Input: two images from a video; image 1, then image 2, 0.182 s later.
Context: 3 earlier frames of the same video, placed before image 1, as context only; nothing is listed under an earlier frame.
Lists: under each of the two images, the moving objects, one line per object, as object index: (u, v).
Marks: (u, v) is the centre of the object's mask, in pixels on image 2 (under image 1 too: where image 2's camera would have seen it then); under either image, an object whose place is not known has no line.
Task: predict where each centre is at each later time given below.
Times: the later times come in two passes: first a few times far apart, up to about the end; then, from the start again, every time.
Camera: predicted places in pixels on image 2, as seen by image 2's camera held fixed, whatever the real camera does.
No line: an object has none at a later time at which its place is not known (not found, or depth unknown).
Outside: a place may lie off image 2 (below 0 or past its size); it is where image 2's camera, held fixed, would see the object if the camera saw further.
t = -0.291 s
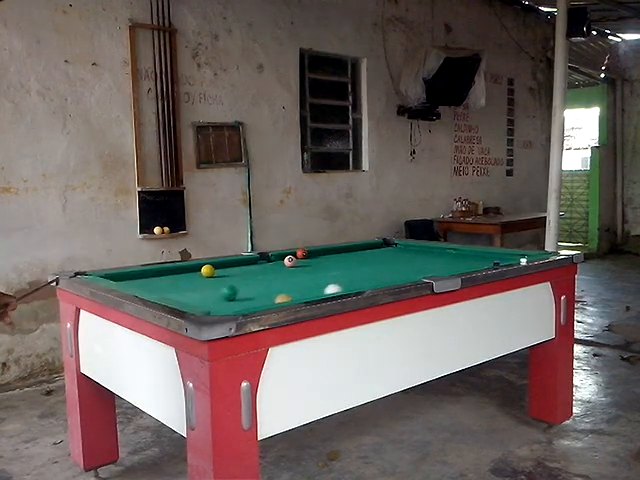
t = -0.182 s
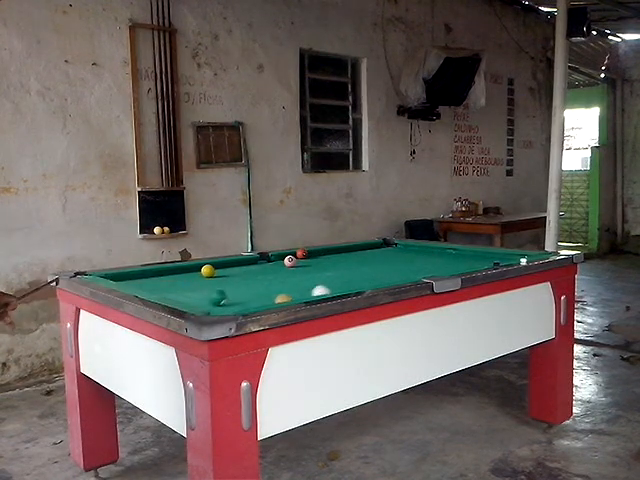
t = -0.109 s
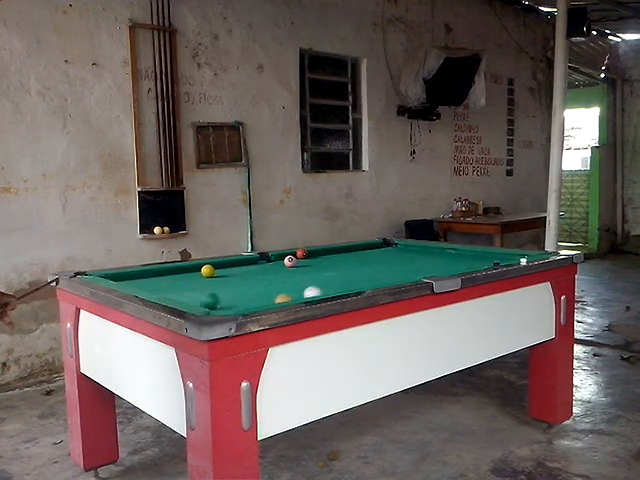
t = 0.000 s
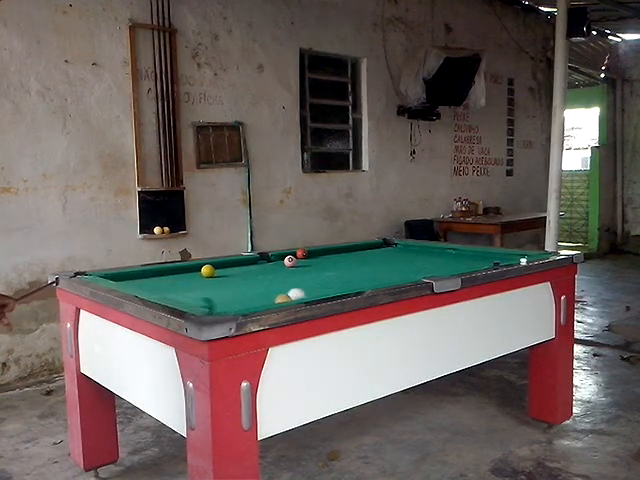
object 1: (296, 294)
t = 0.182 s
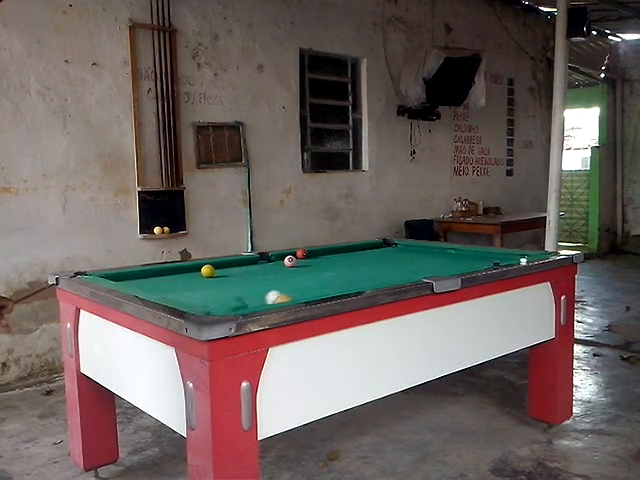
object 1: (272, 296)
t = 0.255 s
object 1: (266, 298)
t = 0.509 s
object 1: (244, 299)
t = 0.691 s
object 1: (234, 299)
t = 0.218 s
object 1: (269, 297)
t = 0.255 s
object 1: (266, 298)
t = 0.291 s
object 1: (264, 297)
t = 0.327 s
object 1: (260, 297)
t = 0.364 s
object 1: (253, 298)
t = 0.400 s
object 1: (251, 298)
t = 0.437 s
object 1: (249, 298)
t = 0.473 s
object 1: (246, 299)
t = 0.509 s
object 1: (244, 299)
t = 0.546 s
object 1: (242, 299)
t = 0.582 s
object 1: (241, 299)
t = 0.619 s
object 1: (238, 299)
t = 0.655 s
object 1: (237, 299)
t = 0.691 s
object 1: (234, 299)
